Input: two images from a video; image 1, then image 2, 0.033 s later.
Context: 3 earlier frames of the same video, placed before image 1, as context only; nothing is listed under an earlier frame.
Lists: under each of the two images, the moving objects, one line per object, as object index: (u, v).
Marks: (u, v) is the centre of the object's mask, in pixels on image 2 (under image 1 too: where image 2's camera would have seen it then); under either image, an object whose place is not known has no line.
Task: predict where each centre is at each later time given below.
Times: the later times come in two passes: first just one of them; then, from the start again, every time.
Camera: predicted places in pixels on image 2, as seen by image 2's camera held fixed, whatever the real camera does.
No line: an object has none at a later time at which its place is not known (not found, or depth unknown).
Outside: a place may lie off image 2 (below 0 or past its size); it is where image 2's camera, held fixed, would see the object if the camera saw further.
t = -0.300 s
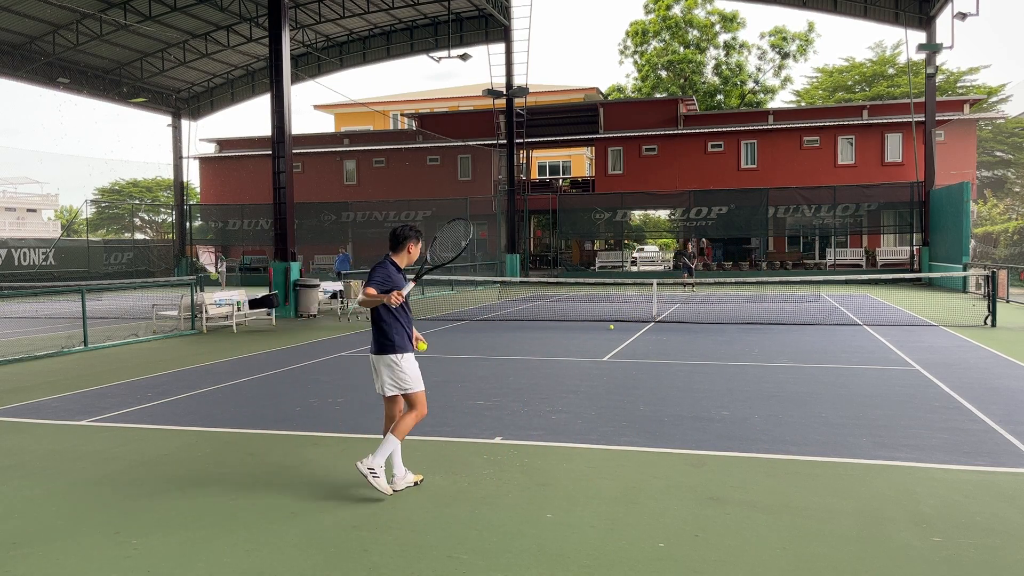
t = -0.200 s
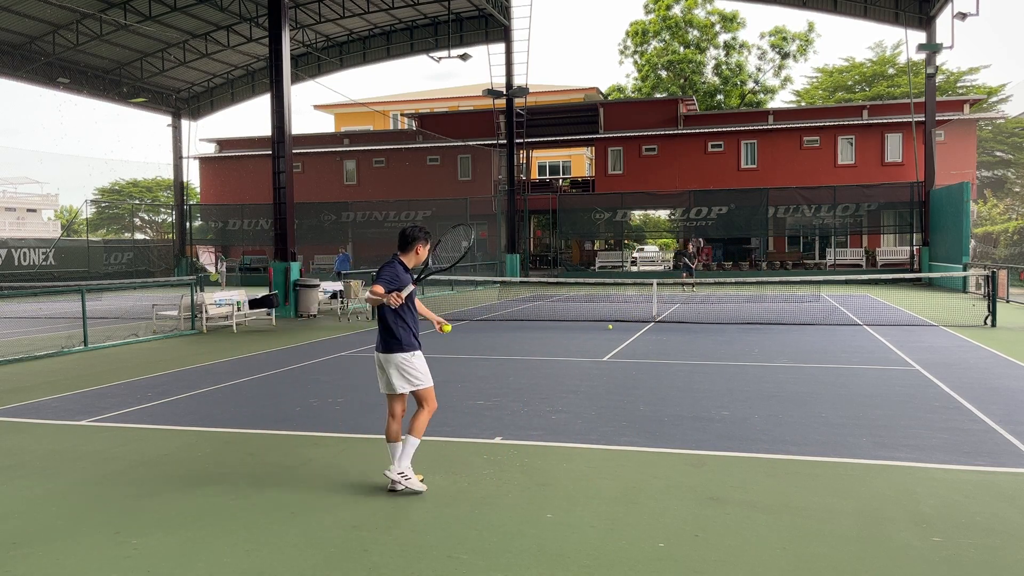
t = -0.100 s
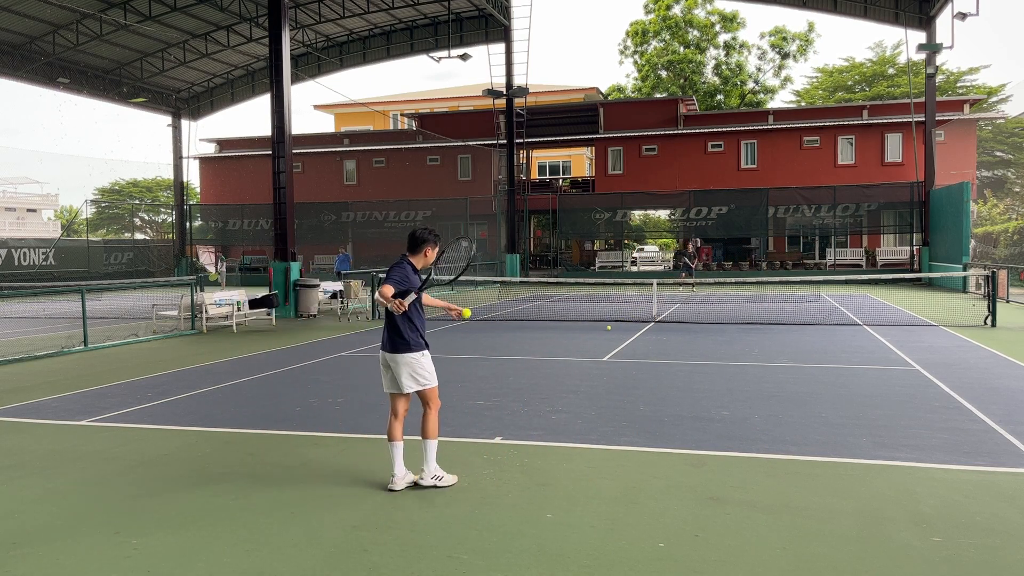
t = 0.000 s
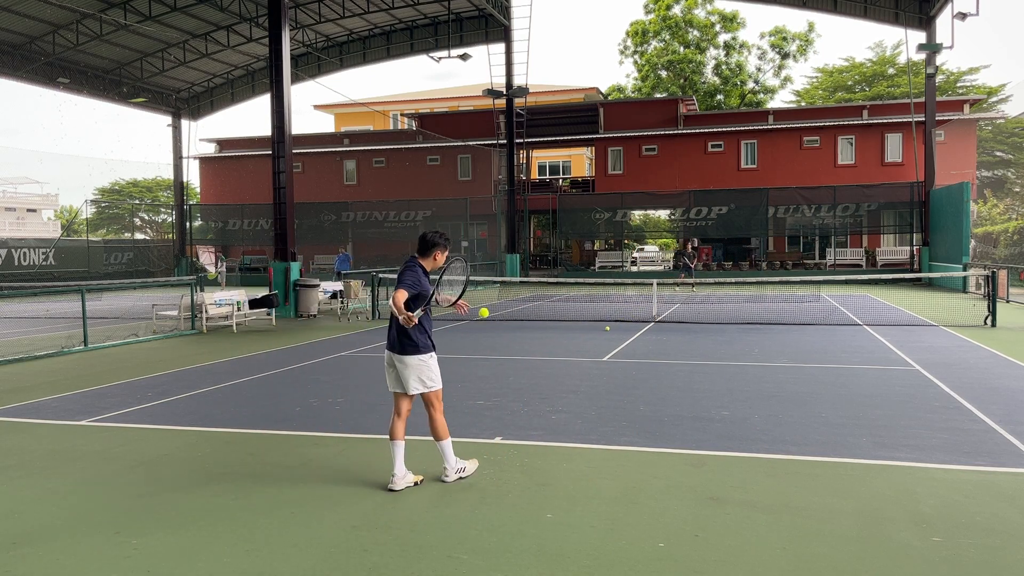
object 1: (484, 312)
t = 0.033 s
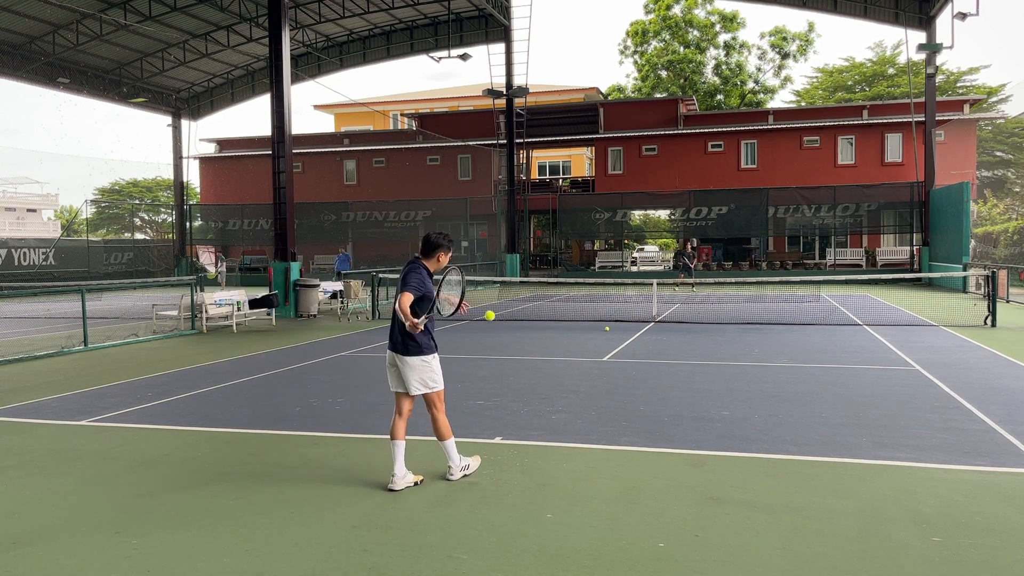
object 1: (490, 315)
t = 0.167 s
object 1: (515, 342)
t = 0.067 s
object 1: (498, 318)
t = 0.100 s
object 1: (502, 325)
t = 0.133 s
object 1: (509, 333)
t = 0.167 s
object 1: (515, 342)
